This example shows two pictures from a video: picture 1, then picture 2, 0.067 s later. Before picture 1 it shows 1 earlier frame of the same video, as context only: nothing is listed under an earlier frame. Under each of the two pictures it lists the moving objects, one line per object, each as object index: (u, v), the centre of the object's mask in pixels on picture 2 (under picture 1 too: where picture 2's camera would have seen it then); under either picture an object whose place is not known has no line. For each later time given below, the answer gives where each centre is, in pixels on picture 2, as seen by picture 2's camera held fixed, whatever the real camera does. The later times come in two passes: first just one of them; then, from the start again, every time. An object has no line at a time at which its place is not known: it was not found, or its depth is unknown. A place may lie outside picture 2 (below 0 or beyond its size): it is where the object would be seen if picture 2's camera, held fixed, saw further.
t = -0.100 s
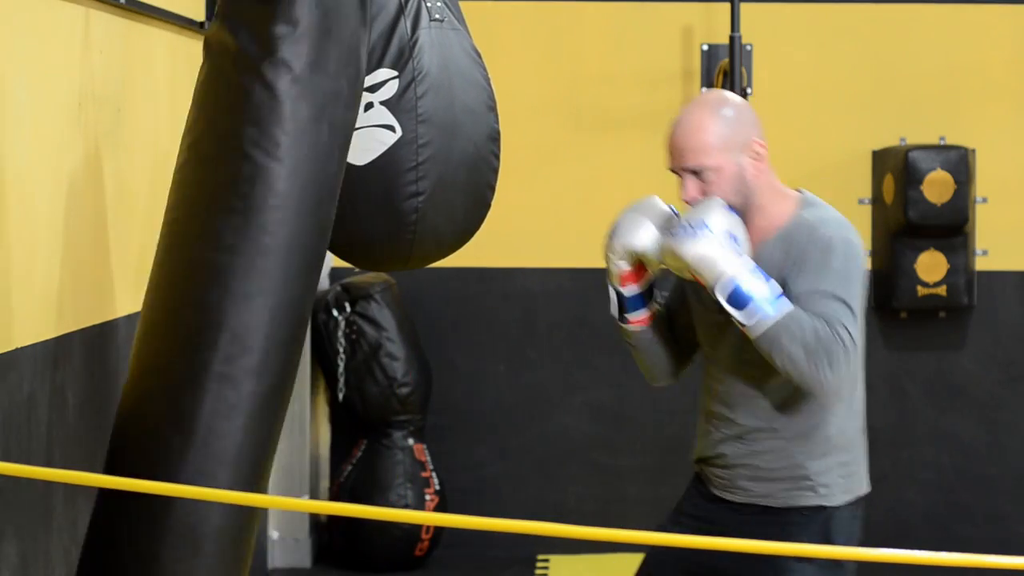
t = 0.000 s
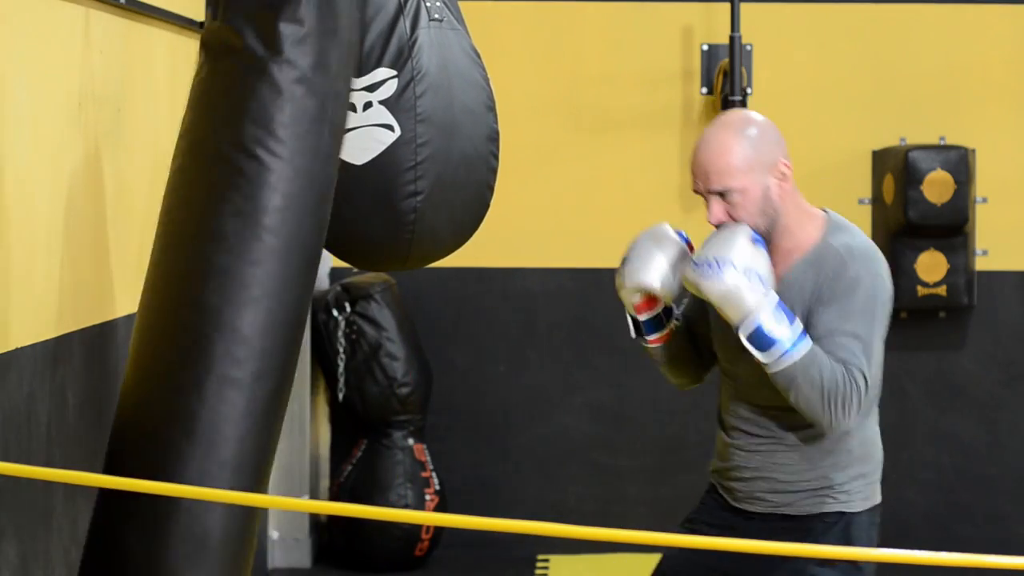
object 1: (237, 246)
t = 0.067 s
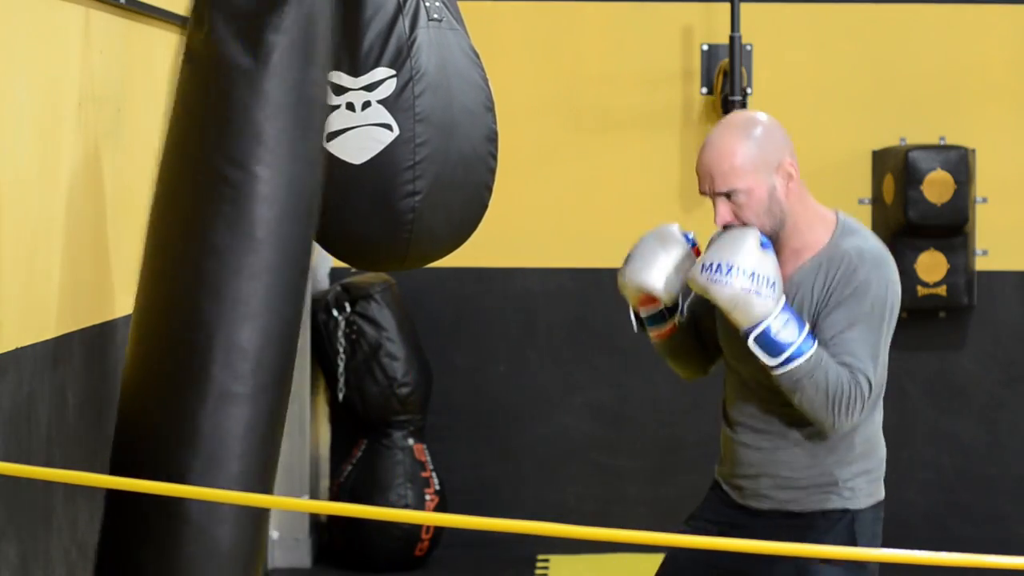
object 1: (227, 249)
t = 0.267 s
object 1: (246, 250)
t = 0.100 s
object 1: (223, 248)
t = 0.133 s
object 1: (223, 246)
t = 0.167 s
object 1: (227, 246)
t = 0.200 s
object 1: (232, 247)
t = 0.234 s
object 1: (240, 248)
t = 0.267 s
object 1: (246, 250)
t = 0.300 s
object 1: (254, 251)
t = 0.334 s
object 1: (258, 252)
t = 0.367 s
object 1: (264, 253)
